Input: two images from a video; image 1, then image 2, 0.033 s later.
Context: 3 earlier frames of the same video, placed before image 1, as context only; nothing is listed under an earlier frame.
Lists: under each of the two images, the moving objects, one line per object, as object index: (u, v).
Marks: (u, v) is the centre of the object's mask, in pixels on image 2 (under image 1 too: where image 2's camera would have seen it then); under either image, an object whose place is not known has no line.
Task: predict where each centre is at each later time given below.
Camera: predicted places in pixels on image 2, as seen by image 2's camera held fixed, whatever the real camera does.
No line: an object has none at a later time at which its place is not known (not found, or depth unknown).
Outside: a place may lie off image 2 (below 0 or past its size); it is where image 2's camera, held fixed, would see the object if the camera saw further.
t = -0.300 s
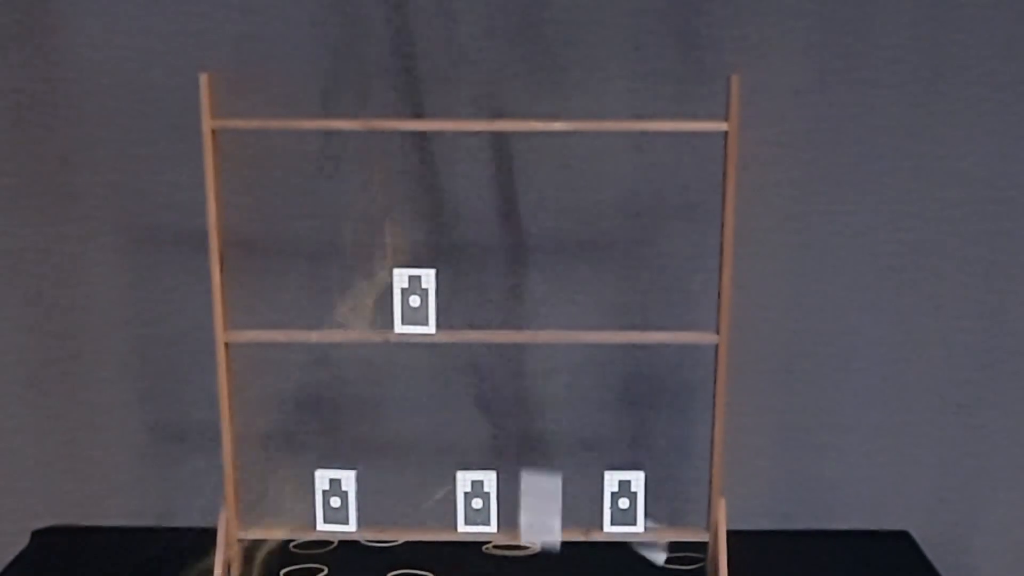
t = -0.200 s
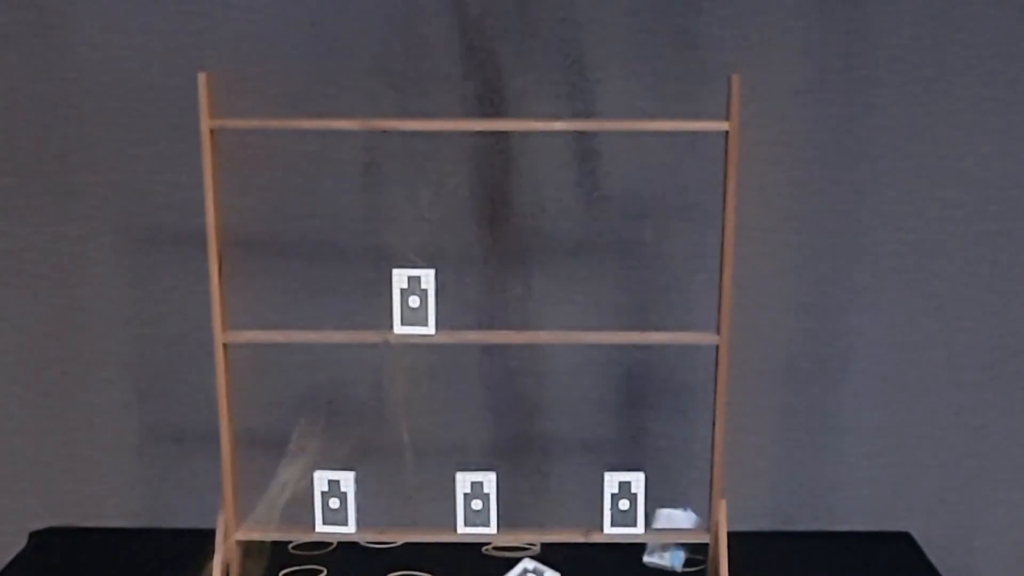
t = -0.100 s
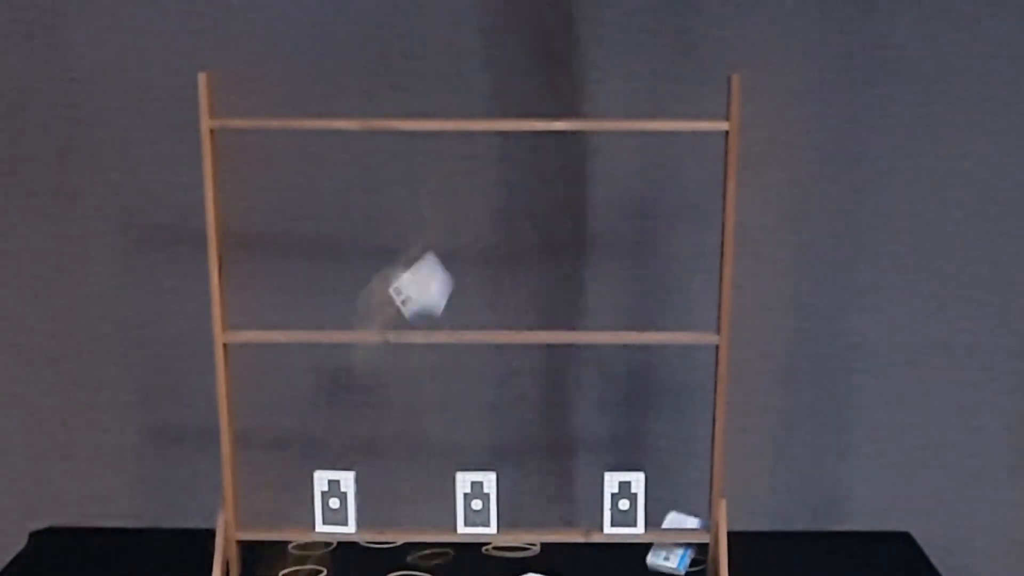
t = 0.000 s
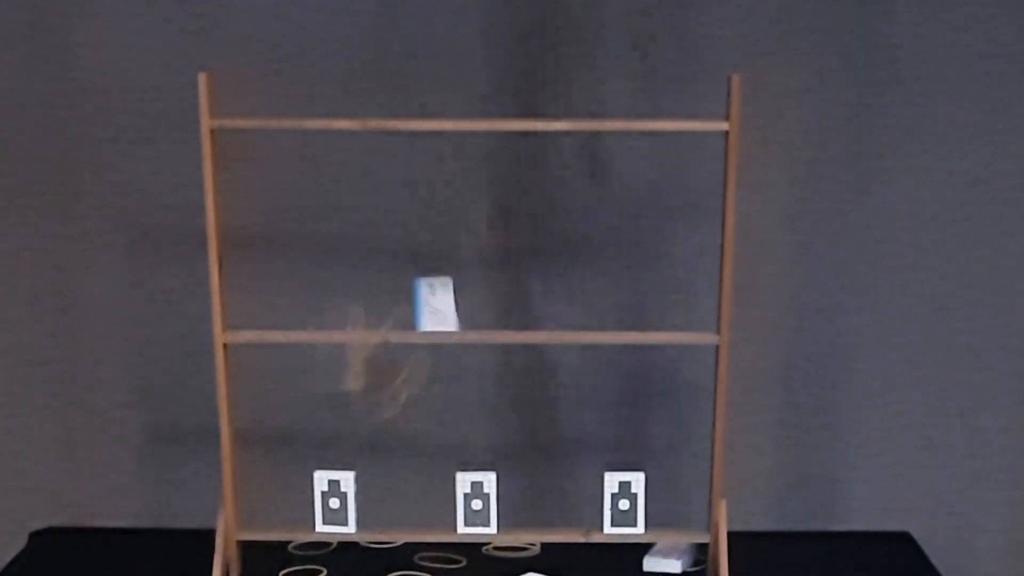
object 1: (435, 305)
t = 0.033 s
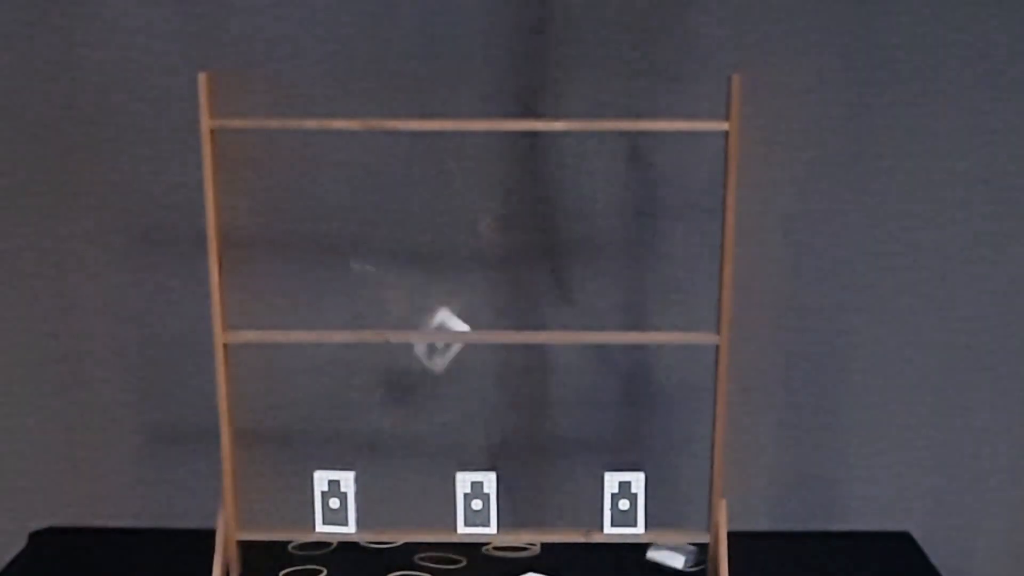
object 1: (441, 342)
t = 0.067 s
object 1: (444, 364)
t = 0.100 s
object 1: (452, 398)
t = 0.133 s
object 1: (454, 438)
